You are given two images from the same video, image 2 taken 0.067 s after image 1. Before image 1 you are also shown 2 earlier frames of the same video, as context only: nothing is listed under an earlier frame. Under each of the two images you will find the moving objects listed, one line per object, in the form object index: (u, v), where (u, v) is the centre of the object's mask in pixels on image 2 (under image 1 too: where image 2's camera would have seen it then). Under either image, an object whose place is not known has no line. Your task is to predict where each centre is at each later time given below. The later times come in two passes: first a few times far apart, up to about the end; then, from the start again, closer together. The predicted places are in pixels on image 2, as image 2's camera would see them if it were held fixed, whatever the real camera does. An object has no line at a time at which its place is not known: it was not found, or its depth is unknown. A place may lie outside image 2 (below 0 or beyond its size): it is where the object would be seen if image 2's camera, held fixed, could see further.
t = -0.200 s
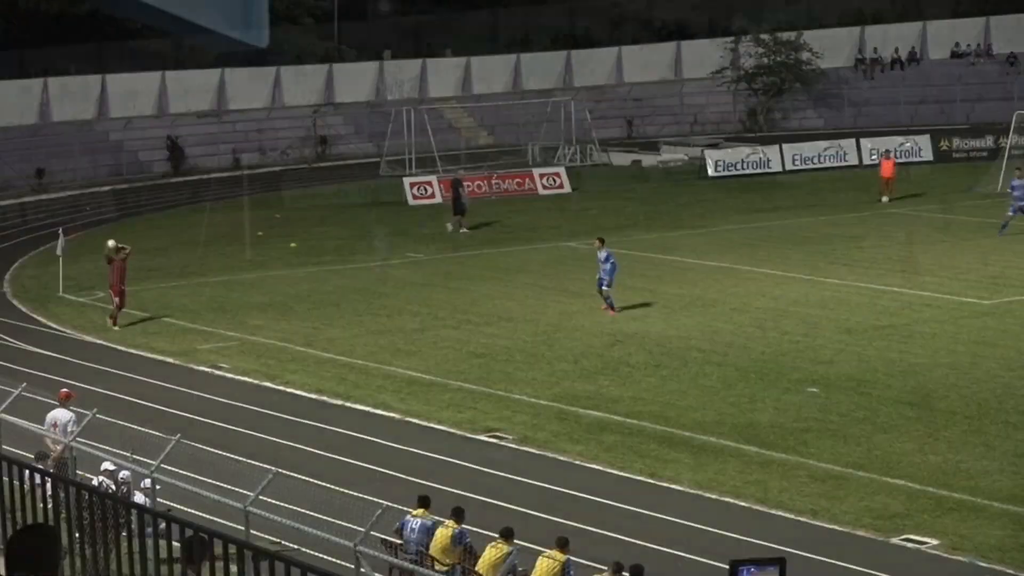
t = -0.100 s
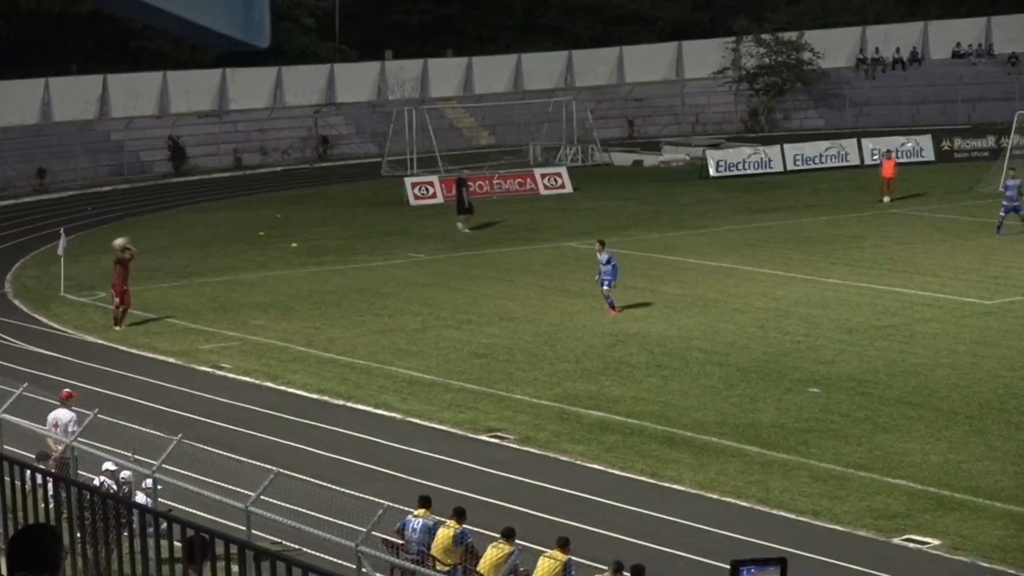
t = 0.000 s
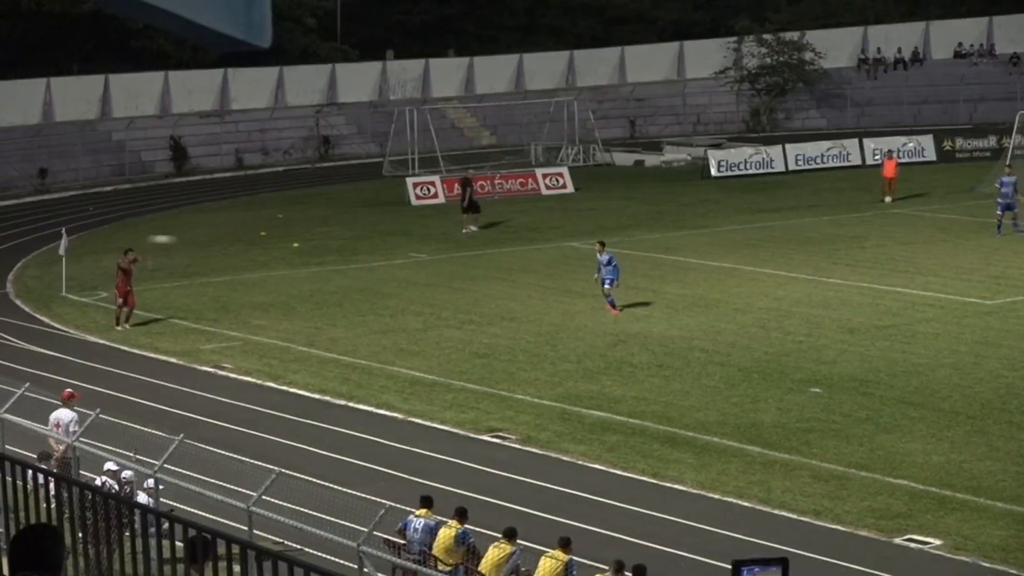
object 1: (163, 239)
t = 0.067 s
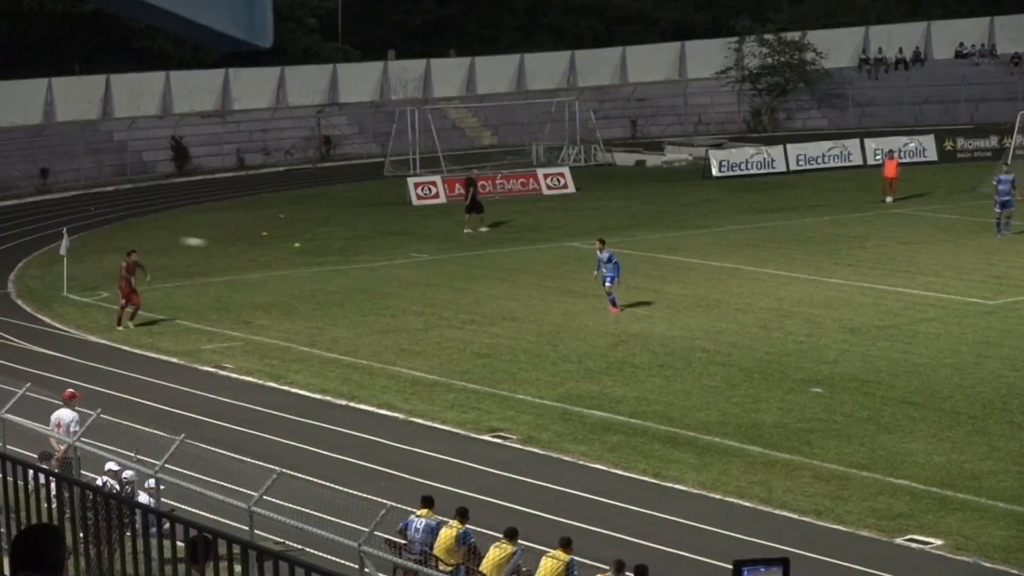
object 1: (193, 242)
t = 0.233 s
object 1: (271, 259)
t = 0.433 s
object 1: (369, 298)
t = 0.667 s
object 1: (467, 332)
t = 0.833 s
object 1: (506, 309)
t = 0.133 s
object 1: (224, 247)
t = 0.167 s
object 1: (239, 250)
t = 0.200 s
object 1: (256, 254)
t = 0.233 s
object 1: (271, 259)
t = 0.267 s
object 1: (287, 264)
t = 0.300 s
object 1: (304, 269)
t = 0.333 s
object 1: (320, 275)
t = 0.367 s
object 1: (337, 283)
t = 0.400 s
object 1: (353, 290)
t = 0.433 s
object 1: (369, 298)
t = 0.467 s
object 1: (386, 307)
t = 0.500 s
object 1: (403, 317)
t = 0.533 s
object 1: (419, 326)
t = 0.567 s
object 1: (438, 338)
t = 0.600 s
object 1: (452, 344)
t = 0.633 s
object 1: (460, 338)
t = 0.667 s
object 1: (467, 332)
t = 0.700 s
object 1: (475, 326)
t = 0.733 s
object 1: (483, 321)
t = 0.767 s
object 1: (491, 316)
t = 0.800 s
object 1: (498, 312)
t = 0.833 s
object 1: (506, 309)
